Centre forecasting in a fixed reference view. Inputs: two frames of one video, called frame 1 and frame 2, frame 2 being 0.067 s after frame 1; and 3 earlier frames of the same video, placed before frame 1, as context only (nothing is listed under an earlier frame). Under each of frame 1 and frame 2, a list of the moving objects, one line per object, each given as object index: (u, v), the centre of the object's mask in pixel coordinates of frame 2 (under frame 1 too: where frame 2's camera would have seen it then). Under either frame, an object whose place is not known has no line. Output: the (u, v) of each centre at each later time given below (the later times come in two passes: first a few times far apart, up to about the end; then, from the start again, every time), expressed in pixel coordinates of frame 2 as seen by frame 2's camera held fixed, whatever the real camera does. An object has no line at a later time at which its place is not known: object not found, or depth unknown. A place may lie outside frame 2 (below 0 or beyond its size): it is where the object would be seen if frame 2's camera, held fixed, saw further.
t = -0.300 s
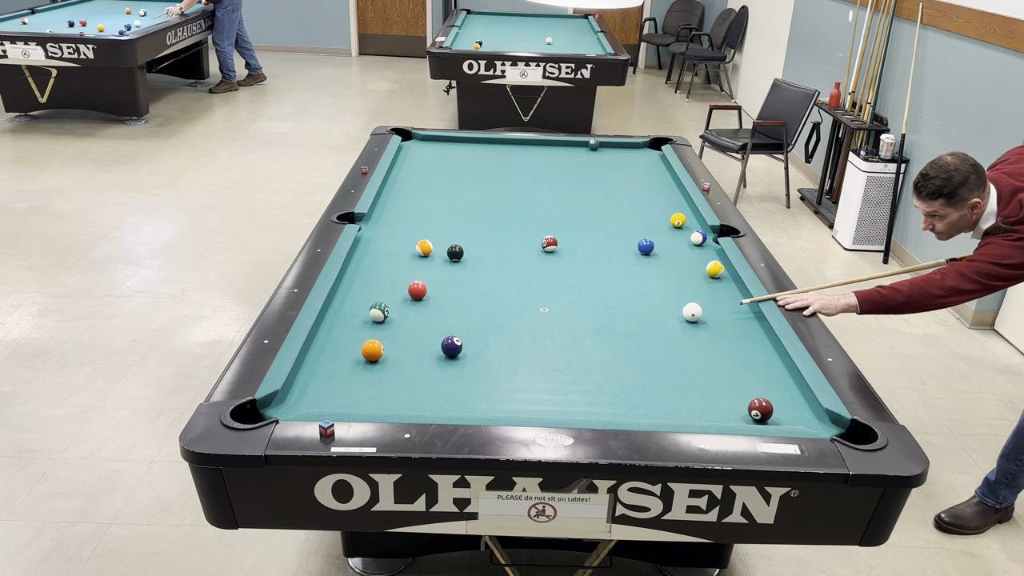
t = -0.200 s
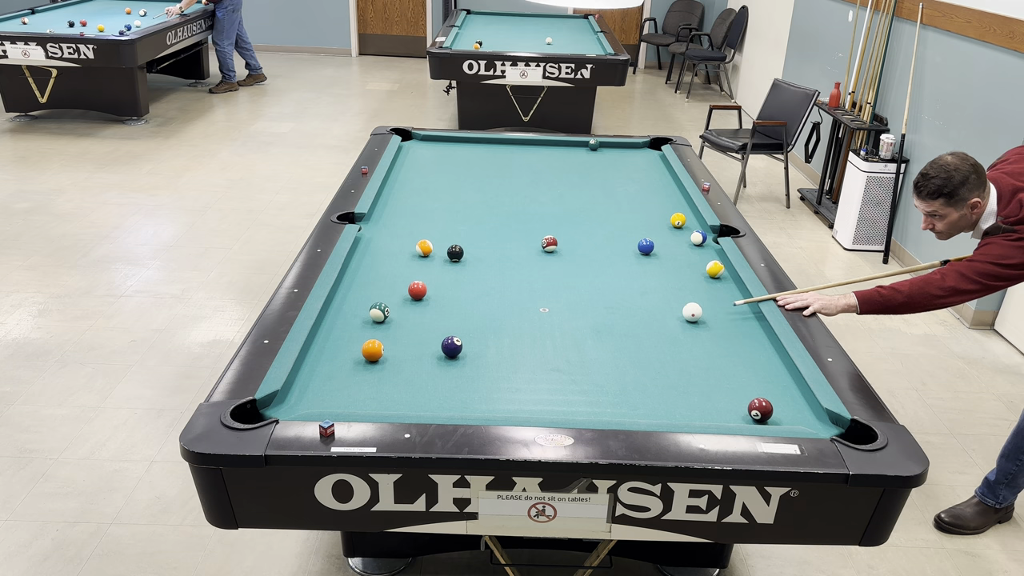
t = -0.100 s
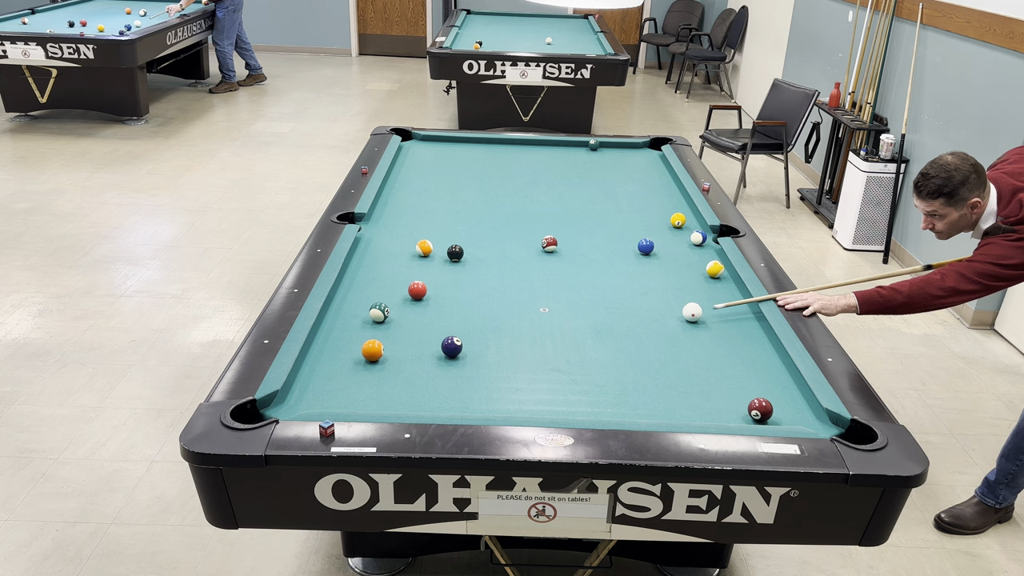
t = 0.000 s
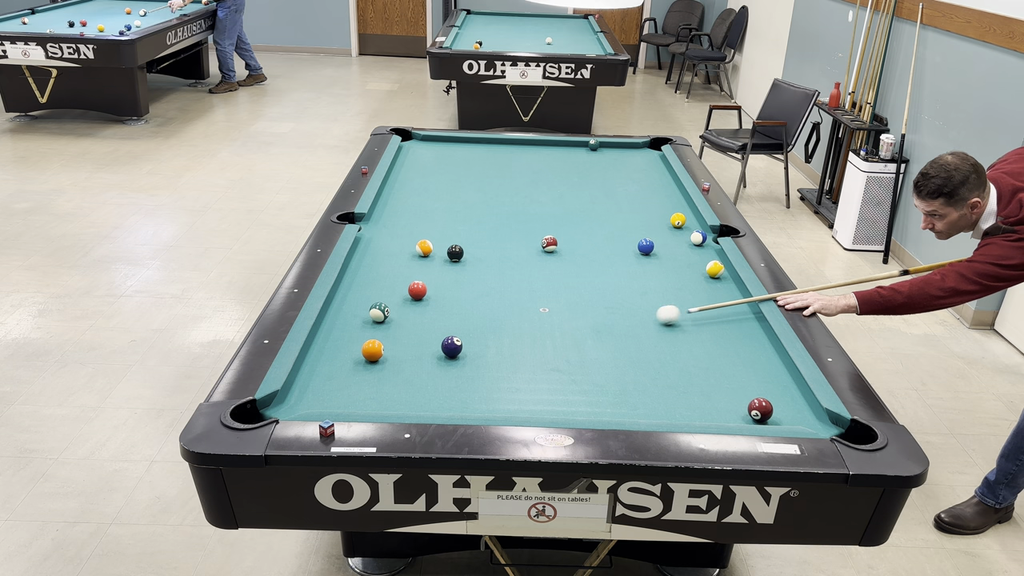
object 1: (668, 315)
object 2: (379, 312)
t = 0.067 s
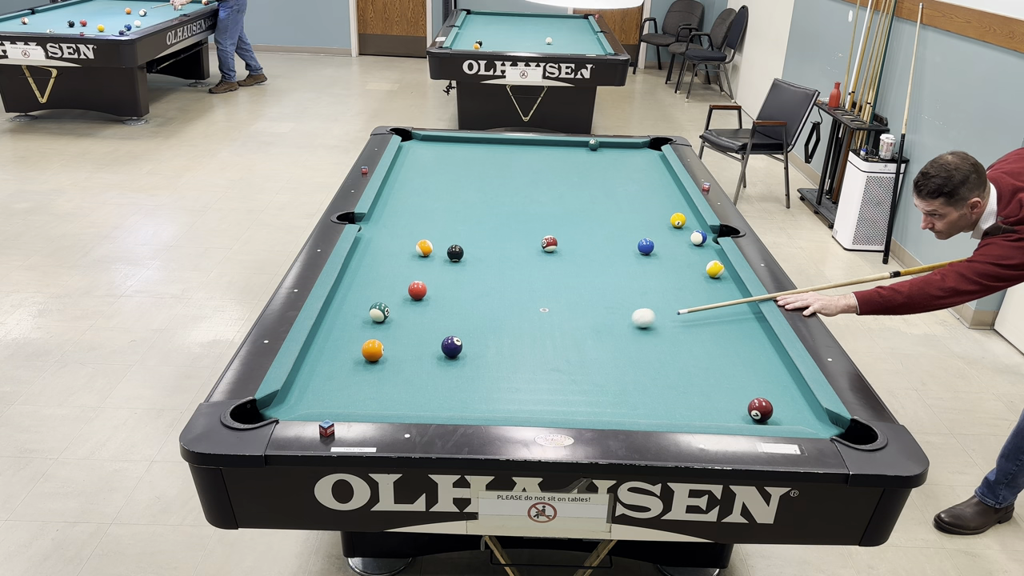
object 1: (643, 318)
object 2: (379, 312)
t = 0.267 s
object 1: (572, 327)
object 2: (379, 312)
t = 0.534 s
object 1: (473, 339)
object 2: (379, 312)
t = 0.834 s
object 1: (433, 330)
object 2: (379, 312)
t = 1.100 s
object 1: (399, 323)
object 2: (379, 312)
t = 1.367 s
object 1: (374, 321)
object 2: (375, 306)
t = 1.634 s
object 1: (354, 322)
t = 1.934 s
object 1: (335, 323)
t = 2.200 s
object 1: (325, 324)
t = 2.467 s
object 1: (331, 326)
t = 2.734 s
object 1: (336, 326)
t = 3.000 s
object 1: (338, 327)
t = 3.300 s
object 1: (339, 327)
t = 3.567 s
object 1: (339, 327)
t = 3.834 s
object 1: (339, 327)
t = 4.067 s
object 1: (339, 327)
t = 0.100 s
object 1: (631, 319)
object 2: (379, 312)
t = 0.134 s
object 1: (620, 321)
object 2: (379, 312)
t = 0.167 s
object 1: (608, 322)
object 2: (379, 312)
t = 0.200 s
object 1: (596, 324)
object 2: (379, 312)
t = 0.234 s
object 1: (584, 325)
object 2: (379, 312)
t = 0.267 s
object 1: (572, 327)
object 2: (379, 312)
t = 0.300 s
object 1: (560, 328)
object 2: (379, 312)
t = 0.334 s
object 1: (548, 330)
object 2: (379, 312)
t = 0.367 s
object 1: (536, 332)
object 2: (379, 312)
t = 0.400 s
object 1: (524, 333)
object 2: (379, 312)
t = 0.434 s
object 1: (511, 335)
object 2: (379, 312)
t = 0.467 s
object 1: (499, 336)
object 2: (379, 312)
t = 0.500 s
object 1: (486, 338)
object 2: (379, 312)
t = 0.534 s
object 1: (473, 339)
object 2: (379, 312)
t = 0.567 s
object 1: (466, 339)
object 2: (379, 312)
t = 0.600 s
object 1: (463, 338)
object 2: (379, 312)
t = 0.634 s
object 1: (459, 337)
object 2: (379, 312)
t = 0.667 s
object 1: (455, 335)
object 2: (379, 312)
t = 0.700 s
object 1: (450, 334)
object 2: (379, 312)
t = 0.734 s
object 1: (445, 334)
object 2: (379, 312)
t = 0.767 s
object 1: (441, 333)
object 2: (379, 312)
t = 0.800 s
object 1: (437, 332)
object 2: (379, 312)
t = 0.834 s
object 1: (433, 330)
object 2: (379, 312)
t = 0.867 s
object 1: (428, 330)
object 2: (379, 312)
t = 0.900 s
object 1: (424, 329)
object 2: (379, 312)
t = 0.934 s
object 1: (420, 328)
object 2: (379, 312)
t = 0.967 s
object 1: (416, 327)
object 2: (379, 312)
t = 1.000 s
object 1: (411, 326)
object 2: (379, 312)
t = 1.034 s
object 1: (407, 325)
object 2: (379, 312)
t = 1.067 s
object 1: (403, 324)
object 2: (379, 312)
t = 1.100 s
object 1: (399, 323)
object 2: (379, 312)
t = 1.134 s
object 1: (395, 322)
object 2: (379, 311)
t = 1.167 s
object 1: (391, 321)
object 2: (378, 311)
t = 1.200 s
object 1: (388, 320)
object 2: (377, 310)
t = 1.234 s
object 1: (385, 320)
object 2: (377, 309)
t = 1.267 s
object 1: (382, 320)
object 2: (376, 307)
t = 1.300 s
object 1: (379, 320)
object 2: (376, 307)
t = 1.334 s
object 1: (377, 321)
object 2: (376, 306)
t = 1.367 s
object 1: (374, 321)
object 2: (375, 306)
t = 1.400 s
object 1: (371, 321)
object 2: (375, 305)
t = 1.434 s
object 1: (369, 321)
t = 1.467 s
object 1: (366, 321)
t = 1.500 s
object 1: (364, 322)
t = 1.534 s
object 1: (362, 322)
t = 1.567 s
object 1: (359, 322)
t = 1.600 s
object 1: (357, 322)
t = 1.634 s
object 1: (354, 322)
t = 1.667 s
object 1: (352, 322)
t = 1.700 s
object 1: (350, 322)
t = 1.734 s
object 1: (348, 323)
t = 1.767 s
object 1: (346, 322)
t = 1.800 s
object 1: (343, 323)
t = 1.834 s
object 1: (341, 323)
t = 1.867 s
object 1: (339, 323)
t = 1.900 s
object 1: (337, 323)
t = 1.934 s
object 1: (335, 323)
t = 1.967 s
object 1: (333, 324)
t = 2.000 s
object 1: (331, 324)
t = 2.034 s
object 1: (329, 324)
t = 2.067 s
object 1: (327, 324)
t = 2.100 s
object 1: (325, 324)
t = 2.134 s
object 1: (324, 324)
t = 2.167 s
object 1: (324, 324)
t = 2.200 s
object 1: (325, 324)
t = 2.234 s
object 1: (326, 324)
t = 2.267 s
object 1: (327, 325)
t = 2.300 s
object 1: (328, 325)
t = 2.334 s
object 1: (328, 325)
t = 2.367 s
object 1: (329, 325)
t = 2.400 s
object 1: (330, 325)
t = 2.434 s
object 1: (331, 325)
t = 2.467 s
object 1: (331, 326)
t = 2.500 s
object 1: (332, 326)
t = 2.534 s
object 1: (333, 326)
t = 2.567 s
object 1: (333, 326)
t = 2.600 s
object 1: (334, 326)
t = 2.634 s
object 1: (334, 326)
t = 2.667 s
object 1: (335, 326)
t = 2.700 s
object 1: (335, 326)
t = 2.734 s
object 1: (336, 326)
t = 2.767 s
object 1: (336, 326)
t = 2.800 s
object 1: (337, 327)
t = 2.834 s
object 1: (337, 326)
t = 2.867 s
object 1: (337, 327)
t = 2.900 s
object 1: (338, 327)
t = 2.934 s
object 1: (338, 327)
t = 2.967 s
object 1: (338, 327)
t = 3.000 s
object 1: (338, 327)
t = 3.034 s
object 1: (339, 327)
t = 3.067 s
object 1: (339, 327)
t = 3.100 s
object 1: (339, 327)
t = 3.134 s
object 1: (339, 327)
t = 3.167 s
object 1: (339, 327)
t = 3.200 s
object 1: (339, 327)
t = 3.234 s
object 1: (339, 327)
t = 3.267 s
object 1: (339, 327)
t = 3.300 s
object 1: (339, 327)
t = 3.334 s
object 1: (339, 327)
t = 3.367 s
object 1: (339, 327)
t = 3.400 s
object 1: (339, 327)
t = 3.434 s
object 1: (339, 327)
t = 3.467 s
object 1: (339, 327)
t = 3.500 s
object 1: (339, 327)
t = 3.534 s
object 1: (339, 327)
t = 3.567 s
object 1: (339, 327)
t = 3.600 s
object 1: (339, 327)
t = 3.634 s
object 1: (339, 327)
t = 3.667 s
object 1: (339, 327)
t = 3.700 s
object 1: (339, 327)
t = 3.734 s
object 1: (339, 327)
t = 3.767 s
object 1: (339, 327)
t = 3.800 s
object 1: (339, 327)
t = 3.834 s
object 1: (339, 327)
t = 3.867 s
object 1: (339, 327)
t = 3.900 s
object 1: (339, 327)
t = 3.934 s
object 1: (339, 327)
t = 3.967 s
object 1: (339, 327)
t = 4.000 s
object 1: (339, 327)
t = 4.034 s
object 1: (339, 327)
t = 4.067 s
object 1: (339, 327)
